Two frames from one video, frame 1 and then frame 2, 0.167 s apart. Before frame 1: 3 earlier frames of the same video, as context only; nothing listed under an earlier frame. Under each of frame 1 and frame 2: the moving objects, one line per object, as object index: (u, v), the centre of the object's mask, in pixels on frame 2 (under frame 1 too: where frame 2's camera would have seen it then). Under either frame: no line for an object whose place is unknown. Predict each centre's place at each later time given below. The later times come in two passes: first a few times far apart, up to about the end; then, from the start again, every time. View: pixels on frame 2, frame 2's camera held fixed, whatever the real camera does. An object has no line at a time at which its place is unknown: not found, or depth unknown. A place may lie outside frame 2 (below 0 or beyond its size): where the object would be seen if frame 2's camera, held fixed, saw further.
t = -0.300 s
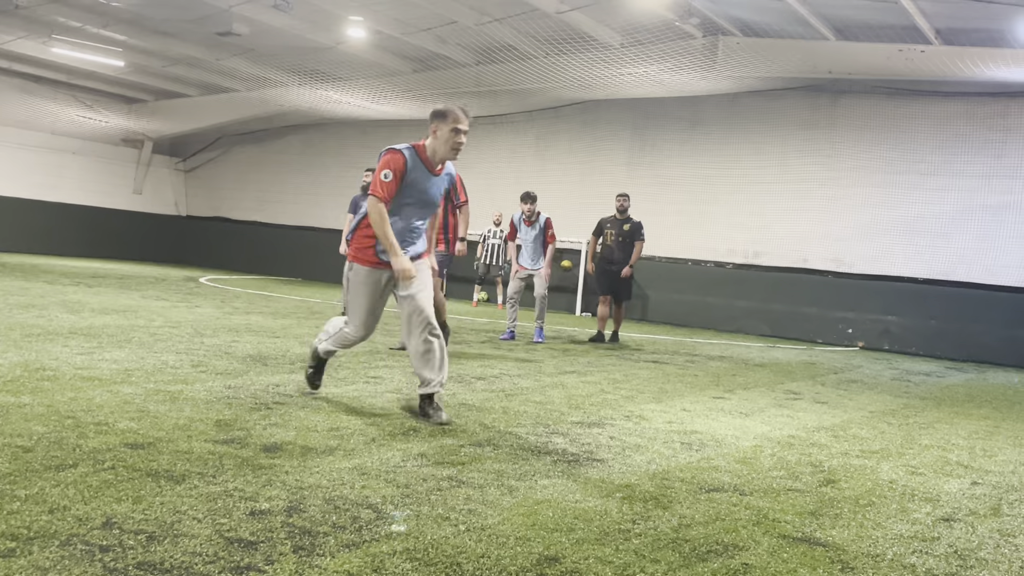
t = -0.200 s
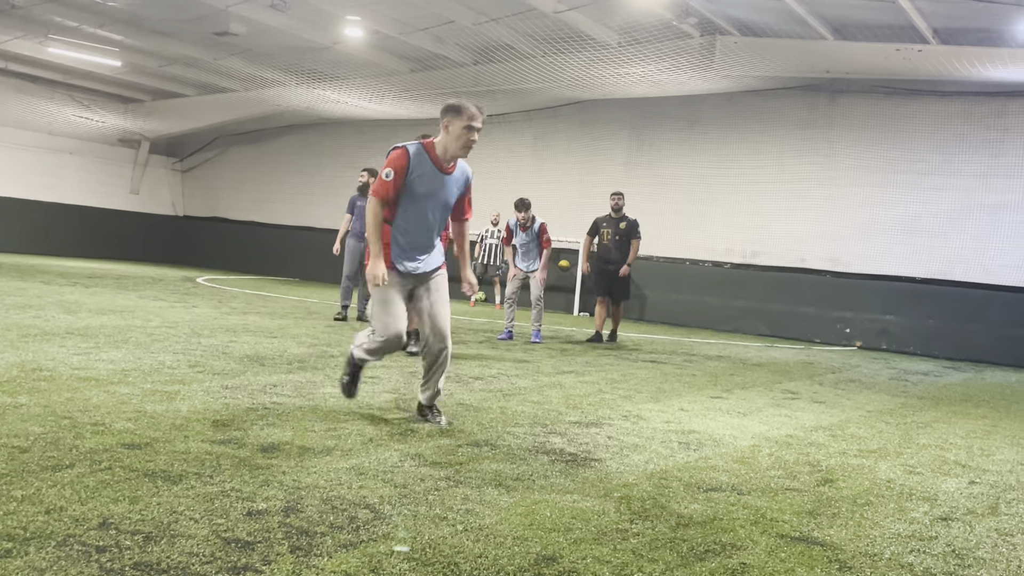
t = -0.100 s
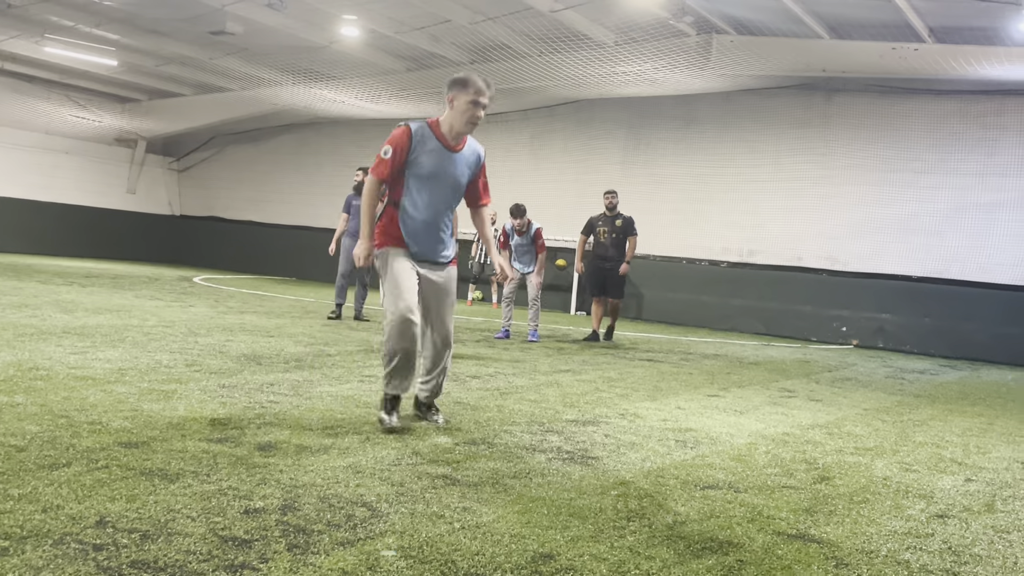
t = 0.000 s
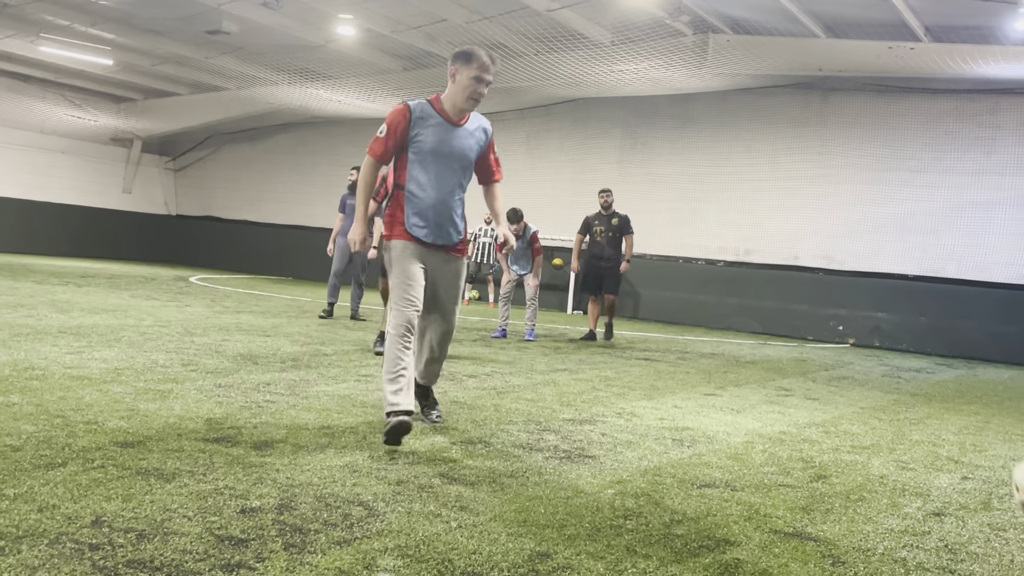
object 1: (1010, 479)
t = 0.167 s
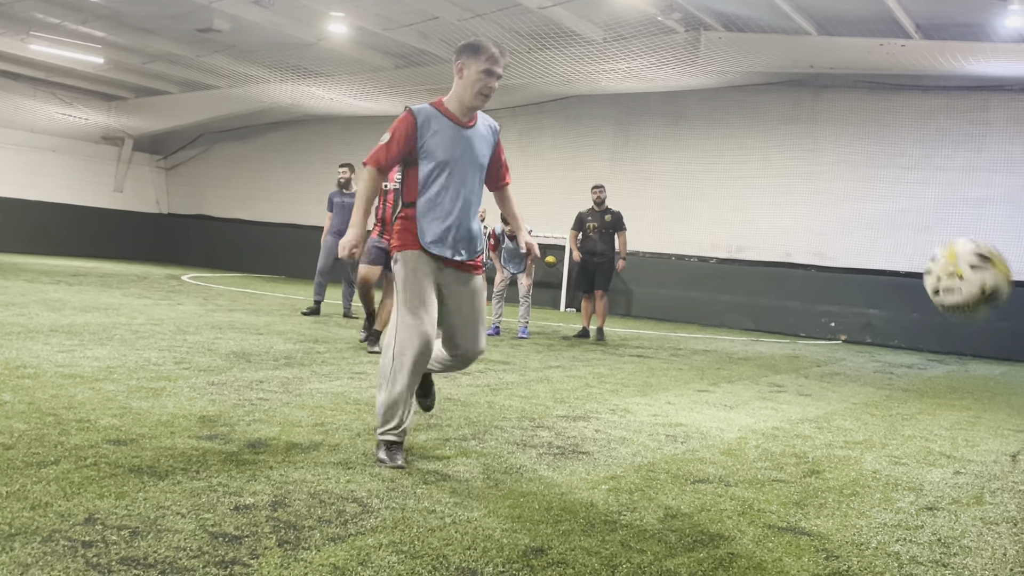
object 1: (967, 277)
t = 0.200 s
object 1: (951, 250)
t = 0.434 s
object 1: (827, 176)
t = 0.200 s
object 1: (951, 250)
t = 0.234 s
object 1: (933, 227)
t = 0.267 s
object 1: (915, 208)
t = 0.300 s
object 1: (898, 194)
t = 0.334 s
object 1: (880, 184)
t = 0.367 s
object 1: (861, 177)
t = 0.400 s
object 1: (844, 176)
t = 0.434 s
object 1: (827, 176)
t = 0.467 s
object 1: (808, 181)
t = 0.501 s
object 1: (792, 190)
